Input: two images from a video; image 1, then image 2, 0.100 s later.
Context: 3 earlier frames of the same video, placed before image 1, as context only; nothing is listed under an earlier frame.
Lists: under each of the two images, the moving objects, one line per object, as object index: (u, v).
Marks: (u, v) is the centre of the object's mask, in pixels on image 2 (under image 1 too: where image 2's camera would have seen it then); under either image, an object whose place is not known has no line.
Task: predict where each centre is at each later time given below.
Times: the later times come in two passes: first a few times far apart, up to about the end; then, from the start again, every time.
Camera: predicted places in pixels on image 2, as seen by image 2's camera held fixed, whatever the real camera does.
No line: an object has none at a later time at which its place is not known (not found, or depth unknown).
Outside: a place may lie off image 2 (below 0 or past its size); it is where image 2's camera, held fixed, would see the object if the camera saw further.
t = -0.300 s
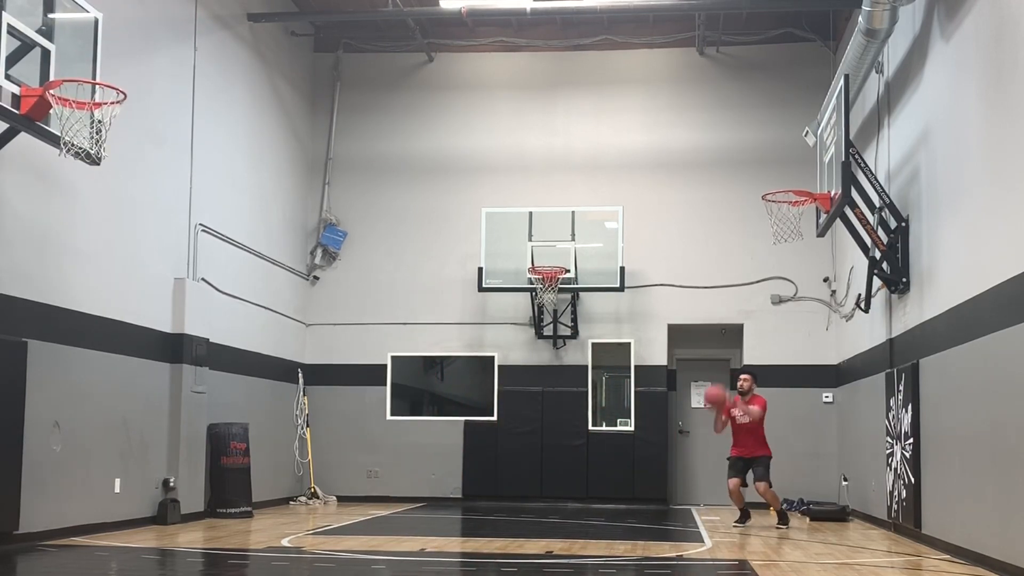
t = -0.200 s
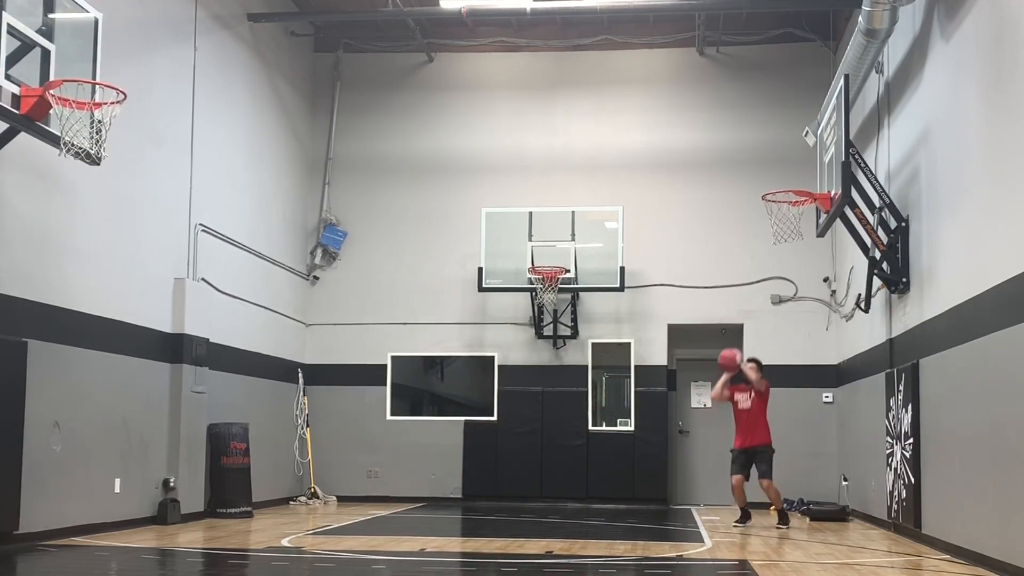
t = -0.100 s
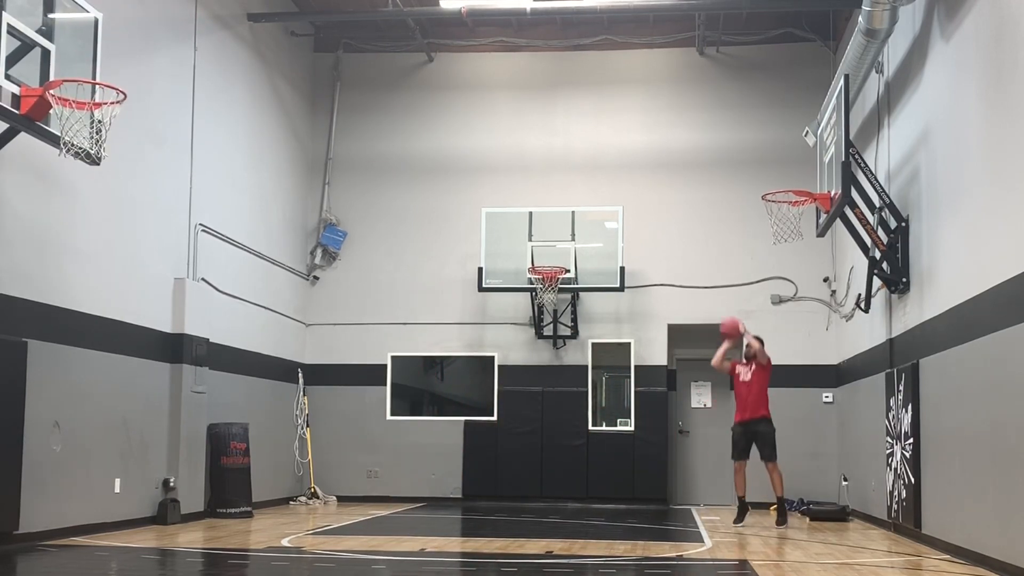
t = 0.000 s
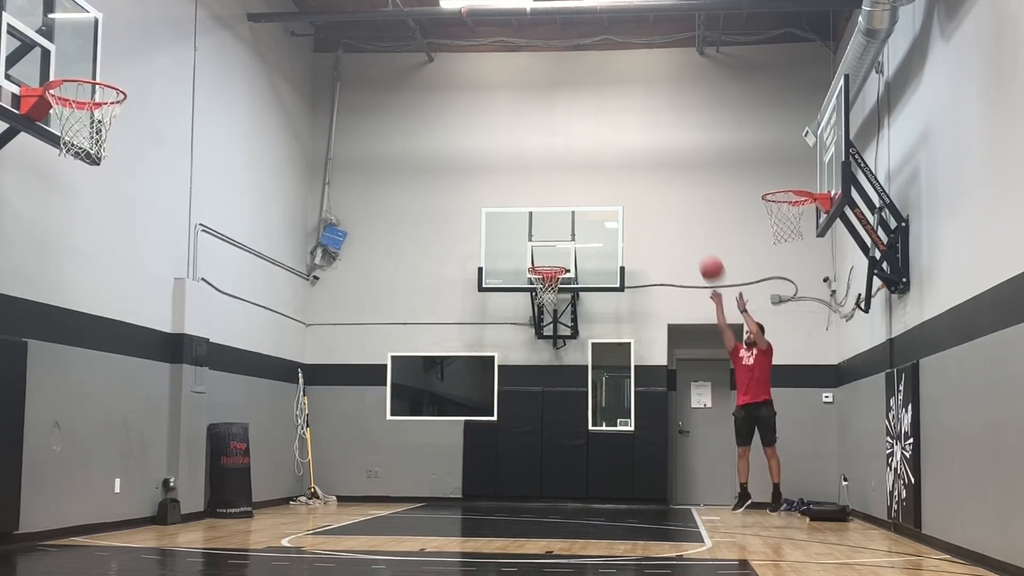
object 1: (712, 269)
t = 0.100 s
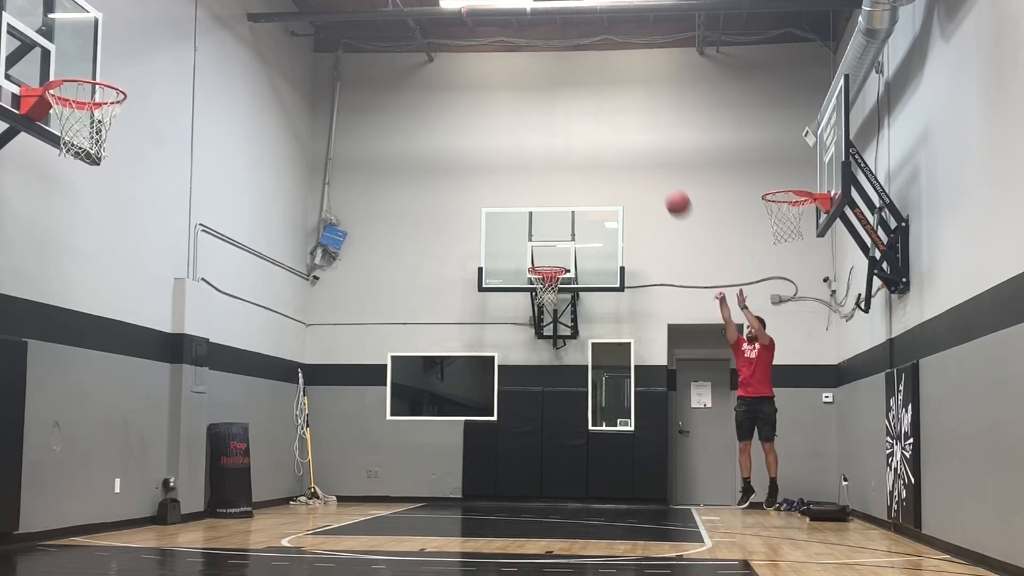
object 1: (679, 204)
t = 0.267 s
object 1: (618, 109)
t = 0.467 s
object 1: (539, 21)
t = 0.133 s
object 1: (667, 184)
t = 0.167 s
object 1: (655, 164)
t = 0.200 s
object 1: (643, 145)
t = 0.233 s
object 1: (631, 126)
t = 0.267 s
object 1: (618, 109)
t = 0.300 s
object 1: (605, 92)
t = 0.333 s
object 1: (592, 76)
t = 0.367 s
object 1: (579, 61)
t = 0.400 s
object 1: (567, 46)
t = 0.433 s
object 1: (553, 33)
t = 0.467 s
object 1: (539, 21)
